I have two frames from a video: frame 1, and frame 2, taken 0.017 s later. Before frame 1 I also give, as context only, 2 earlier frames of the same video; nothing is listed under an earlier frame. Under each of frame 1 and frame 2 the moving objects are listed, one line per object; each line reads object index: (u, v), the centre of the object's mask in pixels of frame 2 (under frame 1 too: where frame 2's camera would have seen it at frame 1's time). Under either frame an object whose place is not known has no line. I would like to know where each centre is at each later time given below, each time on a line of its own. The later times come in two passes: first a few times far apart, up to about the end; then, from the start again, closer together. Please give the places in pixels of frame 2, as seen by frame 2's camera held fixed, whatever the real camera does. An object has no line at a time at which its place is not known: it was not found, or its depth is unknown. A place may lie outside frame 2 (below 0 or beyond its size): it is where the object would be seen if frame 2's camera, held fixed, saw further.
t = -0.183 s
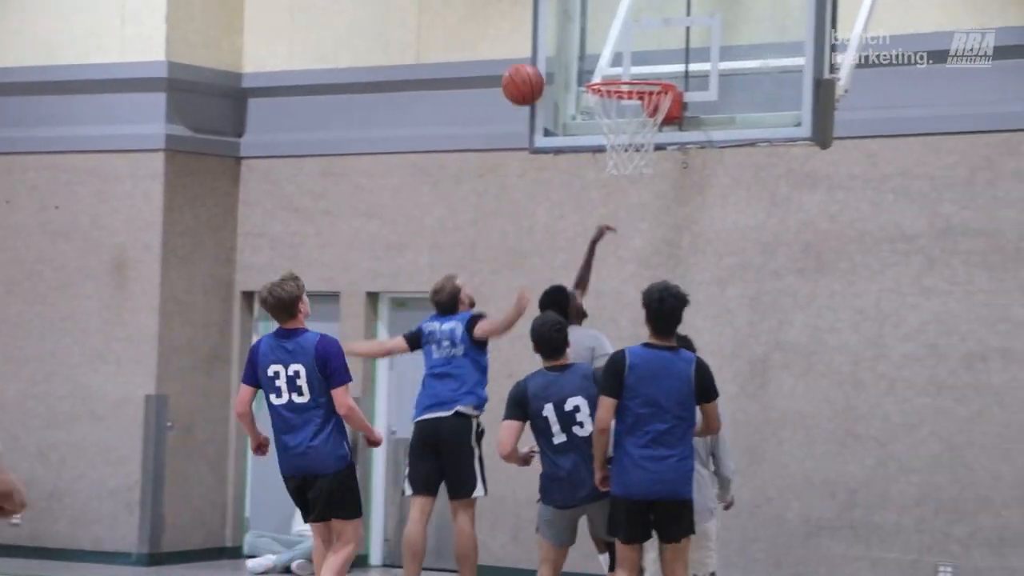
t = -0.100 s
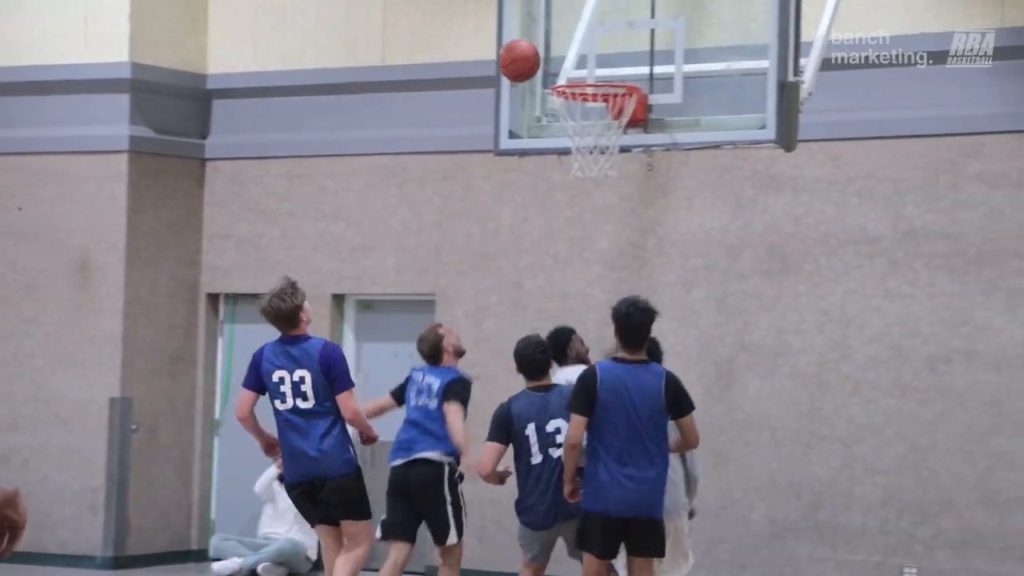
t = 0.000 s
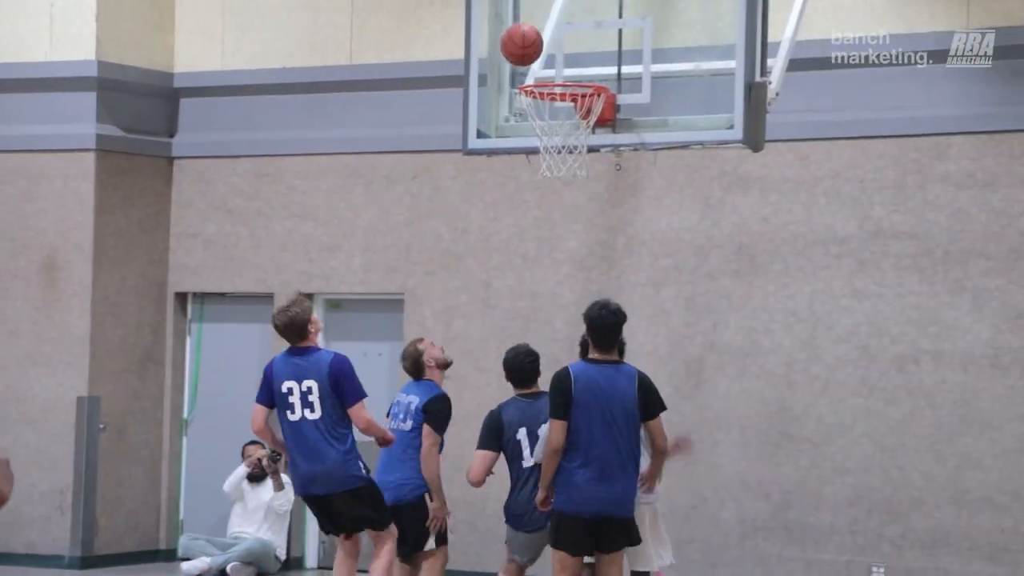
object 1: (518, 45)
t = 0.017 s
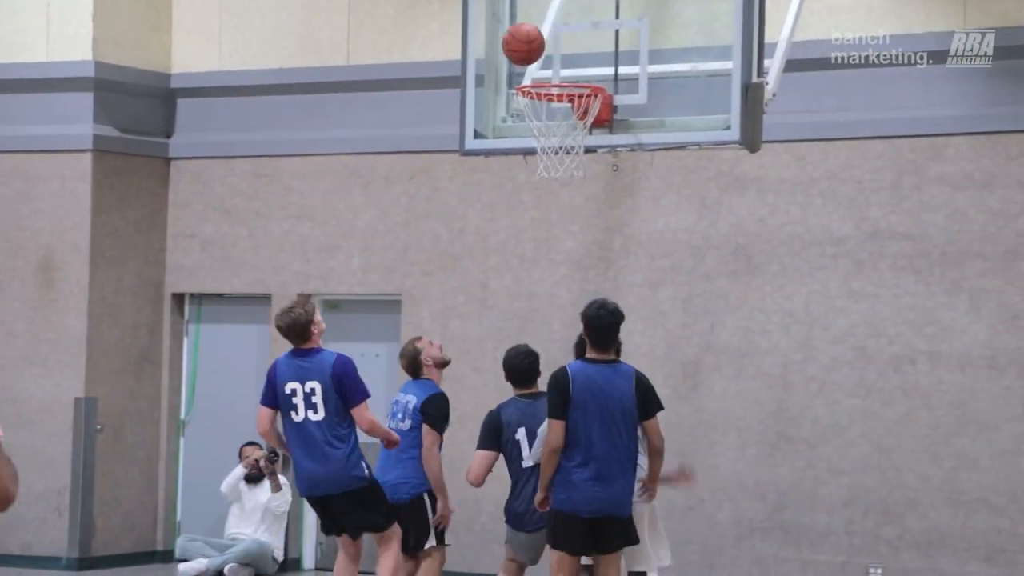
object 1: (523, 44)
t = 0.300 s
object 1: (584, 54)
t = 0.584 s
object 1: (595, 62)
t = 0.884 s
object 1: (566, 62)
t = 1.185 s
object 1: (540, 89)
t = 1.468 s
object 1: (569, 167)
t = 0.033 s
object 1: (528, 43)
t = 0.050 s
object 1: (533, 44)
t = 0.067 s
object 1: (537, 44)
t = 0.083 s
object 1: (542, 45)
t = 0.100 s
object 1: (547, 47)
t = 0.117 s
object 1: (551, 49)
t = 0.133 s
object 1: (556, 52)
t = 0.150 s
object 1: (560, 54)
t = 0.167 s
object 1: (565, 58)
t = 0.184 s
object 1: (569, 62)
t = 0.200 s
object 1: (574, 65)
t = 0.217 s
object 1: (579, 68)
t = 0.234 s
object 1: (580, 67)
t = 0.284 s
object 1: (583, 57)
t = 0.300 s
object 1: (584, 54)
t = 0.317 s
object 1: (585, 52)
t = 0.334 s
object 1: (586, 50)
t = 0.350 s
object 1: (587, 49)
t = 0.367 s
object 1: (588, 48)
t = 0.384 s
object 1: (589, 47)
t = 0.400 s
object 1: (590, 47)
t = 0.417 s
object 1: (590, 48)
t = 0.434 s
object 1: (591, 49)
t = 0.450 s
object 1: (592, 51)
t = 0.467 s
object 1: (593, 53)
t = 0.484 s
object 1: (594, 56)
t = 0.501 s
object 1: (595, 58)
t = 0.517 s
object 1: (596, 62)
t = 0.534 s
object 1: (597, 66)
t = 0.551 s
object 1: (598, 68)
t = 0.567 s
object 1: (597, 65)
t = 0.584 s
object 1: (595, 62)
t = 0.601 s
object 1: (594, 59)
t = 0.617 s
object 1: (593, 57)
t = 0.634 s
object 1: (591, 55)
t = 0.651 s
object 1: (590, 53)
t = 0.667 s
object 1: (588, 52)
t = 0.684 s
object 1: (587, 51)
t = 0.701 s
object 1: (586, 51)
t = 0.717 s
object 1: (584, 52)
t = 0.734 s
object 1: (583, 53)
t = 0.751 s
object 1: (581, 54)
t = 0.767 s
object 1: (580, 56)
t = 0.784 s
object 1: (578, 59)
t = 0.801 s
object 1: (577, 62)
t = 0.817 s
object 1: (575, 64)
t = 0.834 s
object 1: (573, 66)
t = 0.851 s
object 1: (571, 64)
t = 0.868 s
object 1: (569, 63)
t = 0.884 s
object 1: (566, 62)
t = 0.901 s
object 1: (564, 61)
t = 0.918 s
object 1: (561, 61)
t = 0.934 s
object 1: (559, 61)
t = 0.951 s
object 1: (556, 62)
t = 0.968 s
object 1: (554, 63)
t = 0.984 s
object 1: (551, 64)
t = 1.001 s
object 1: (548, 66)
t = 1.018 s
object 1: (546, 68)
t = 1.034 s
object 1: (544, 69)
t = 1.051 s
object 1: (544, 68)
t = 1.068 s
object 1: (542, 69)
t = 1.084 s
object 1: (541, 70)
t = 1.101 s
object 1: (540, 71)
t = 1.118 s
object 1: (539, 78)
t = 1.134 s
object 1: (539, 81)
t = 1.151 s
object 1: (539, 83)
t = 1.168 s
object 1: (539, 84)
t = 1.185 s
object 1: (540, 89)
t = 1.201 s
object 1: (541, 91)
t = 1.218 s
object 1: (543, 94)
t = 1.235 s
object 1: (544, 96)
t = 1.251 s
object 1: (545, 99)
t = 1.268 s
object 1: (547, 103)
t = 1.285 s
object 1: (551, 107)
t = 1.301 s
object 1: (552, 110)
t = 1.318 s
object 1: (554, 116)
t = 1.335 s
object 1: (556, 121)
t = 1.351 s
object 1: (558, 126)
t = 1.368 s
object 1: (560, 133)
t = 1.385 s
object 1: (561, 137)
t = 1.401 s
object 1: (564, 144)
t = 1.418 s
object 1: (565, 149)
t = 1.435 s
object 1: (566, 154)
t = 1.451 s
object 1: (569, 159)
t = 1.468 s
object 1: (569, 167)
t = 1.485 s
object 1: (571, 175)
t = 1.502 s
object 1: (574, 183)
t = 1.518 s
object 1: (575, 188)
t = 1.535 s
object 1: (576, 196)
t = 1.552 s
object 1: (577, 205)
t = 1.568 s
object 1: (579, 214)
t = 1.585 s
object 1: (580, 223)
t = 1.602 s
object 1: (582, 234)
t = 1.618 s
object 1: (583, 244)
